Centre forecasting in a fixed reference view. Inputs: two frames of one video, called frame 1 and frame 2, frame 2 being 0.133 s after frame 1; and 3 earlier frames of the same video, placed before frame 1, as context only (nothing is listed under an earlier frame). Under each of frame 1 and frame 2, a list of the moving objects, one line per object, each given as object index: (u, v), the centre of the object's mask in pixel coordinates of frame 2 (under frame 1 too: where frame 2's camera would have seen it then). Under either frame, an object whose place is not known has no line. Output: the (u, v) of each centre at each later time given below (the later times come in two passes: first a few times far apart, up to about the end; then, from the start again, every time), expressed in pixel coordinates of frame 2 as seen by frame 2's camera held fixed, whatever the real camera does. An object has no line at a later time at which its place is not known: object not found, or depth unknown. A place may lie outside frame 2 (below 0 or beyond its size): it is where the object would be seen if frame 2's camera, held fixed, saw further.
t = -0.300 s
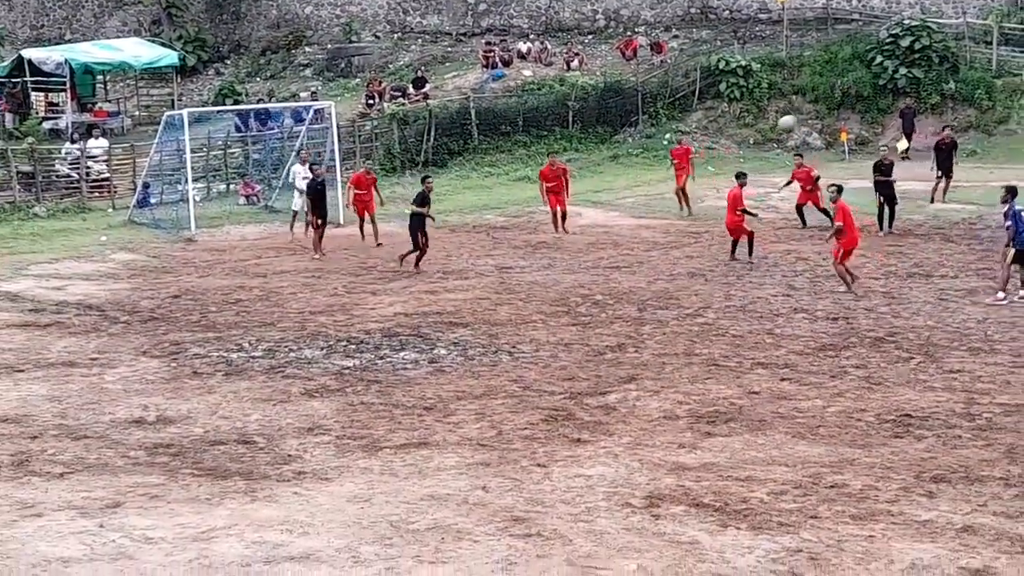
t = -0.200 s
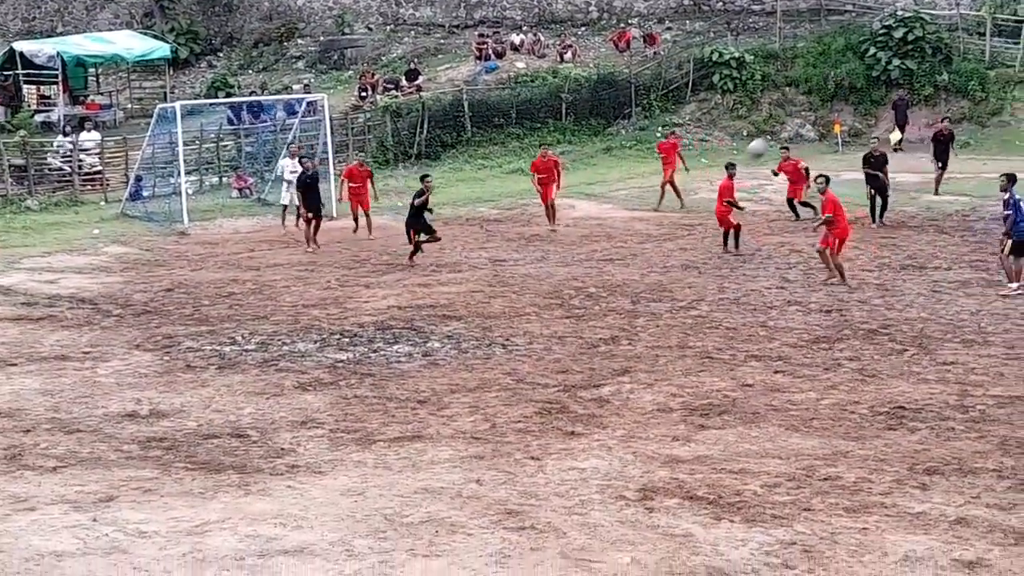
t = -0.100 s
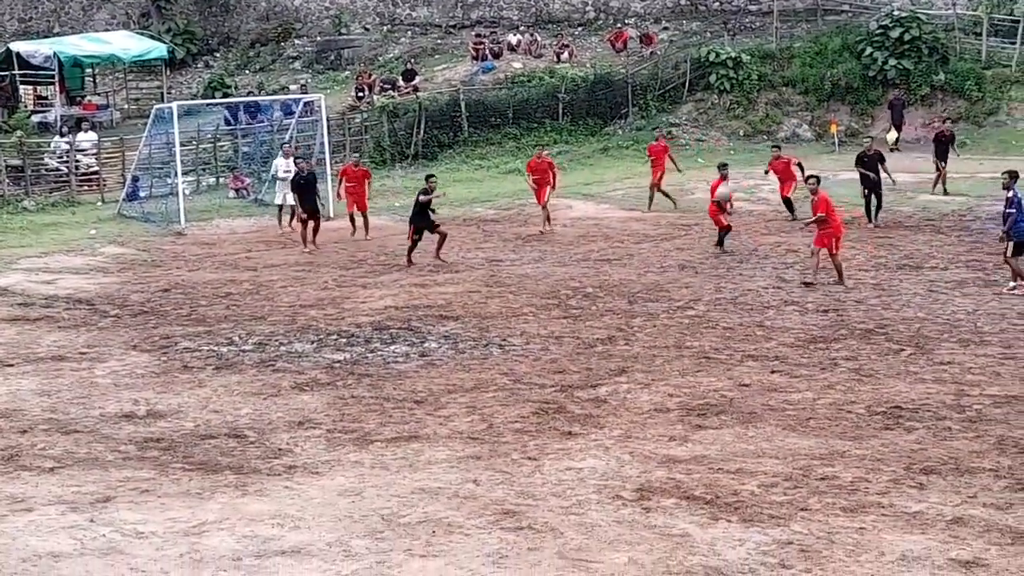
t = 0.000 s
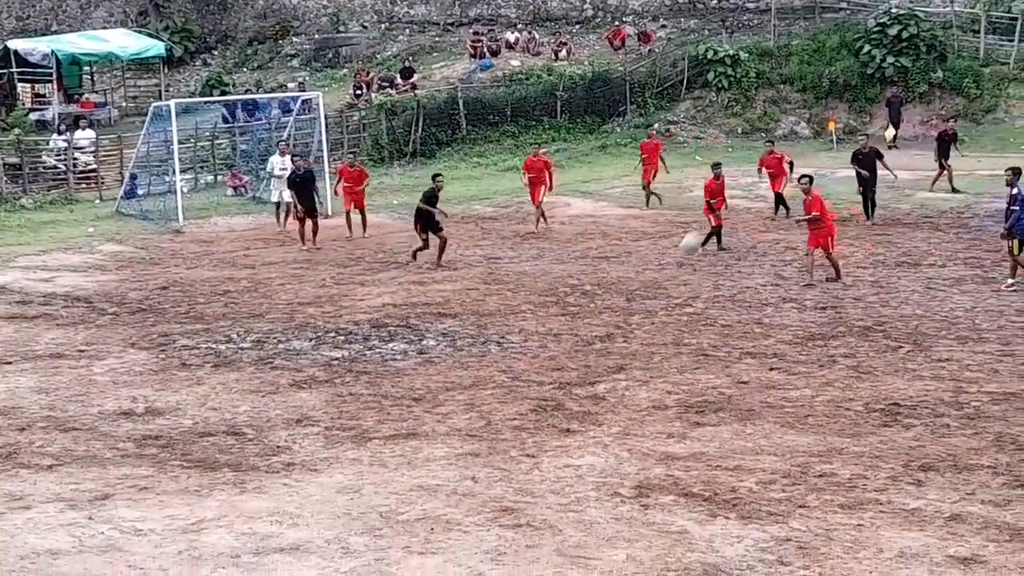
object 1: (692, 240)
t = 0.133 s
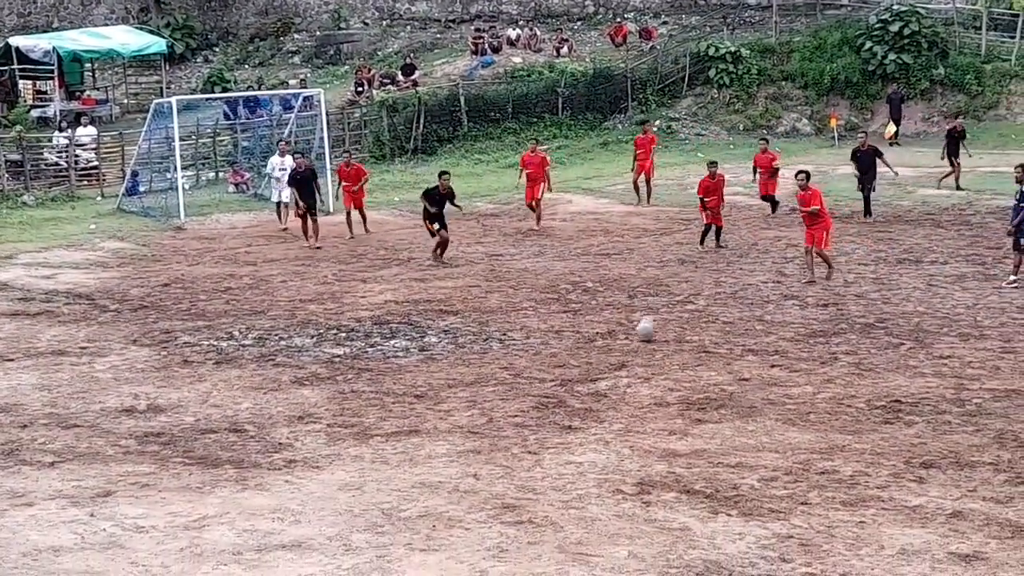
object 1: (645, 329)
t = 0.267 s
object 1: (599, 291)
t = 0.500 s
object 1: (514, 253)
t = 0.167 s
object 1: (634, 321)
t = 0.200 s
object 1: (622, 311)
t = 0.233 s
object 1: (613, 301)
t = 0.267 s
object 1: (599, 291)
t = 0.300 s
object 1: (587, 282)
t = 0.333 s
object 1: (577, 274)
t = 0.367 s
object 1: (563, 269)
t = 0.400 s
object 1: (551, 263)
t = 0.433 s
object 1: (539, 259)
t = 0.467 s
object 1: (526, 256)
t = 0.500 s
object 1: (514, 253)
